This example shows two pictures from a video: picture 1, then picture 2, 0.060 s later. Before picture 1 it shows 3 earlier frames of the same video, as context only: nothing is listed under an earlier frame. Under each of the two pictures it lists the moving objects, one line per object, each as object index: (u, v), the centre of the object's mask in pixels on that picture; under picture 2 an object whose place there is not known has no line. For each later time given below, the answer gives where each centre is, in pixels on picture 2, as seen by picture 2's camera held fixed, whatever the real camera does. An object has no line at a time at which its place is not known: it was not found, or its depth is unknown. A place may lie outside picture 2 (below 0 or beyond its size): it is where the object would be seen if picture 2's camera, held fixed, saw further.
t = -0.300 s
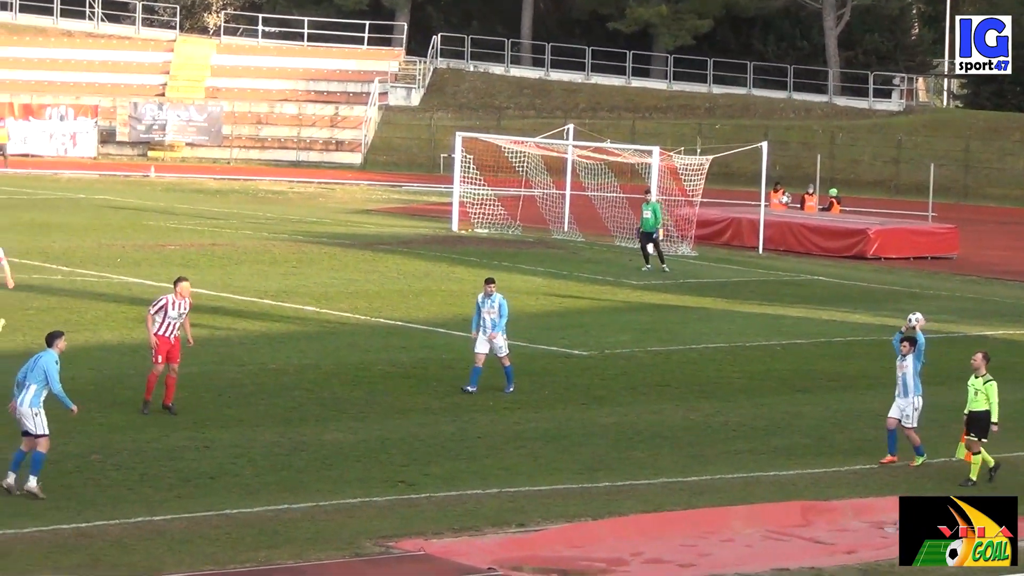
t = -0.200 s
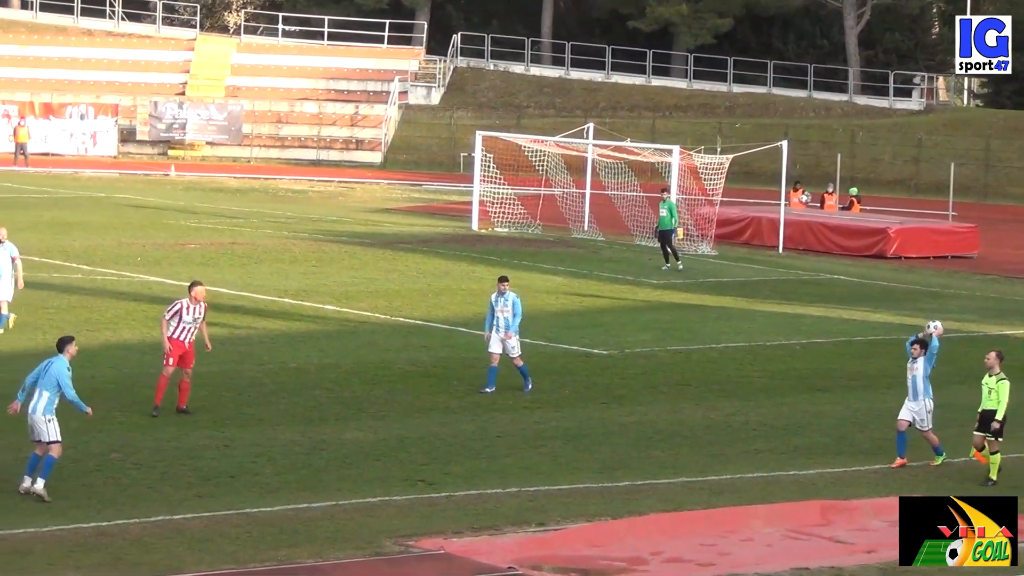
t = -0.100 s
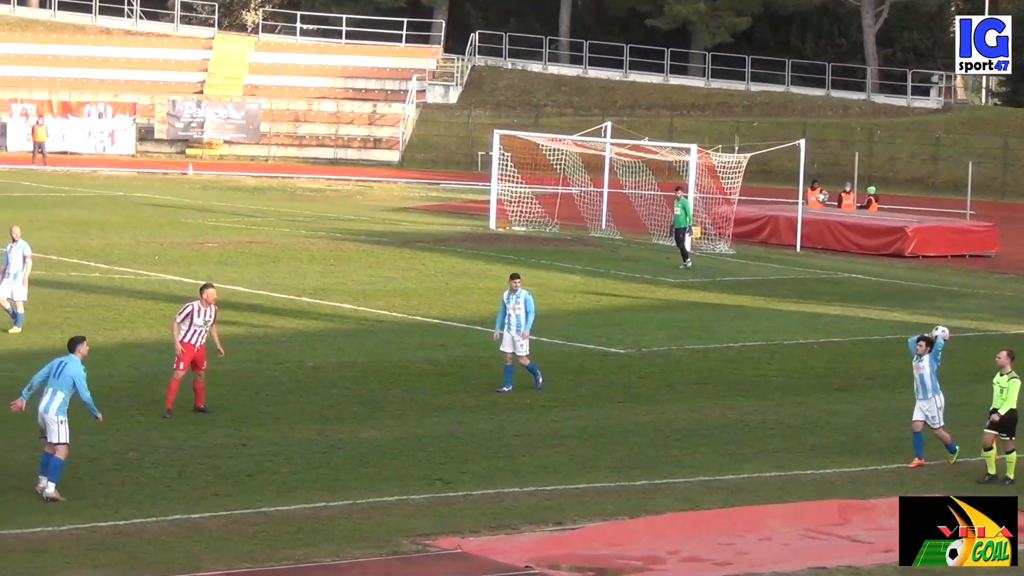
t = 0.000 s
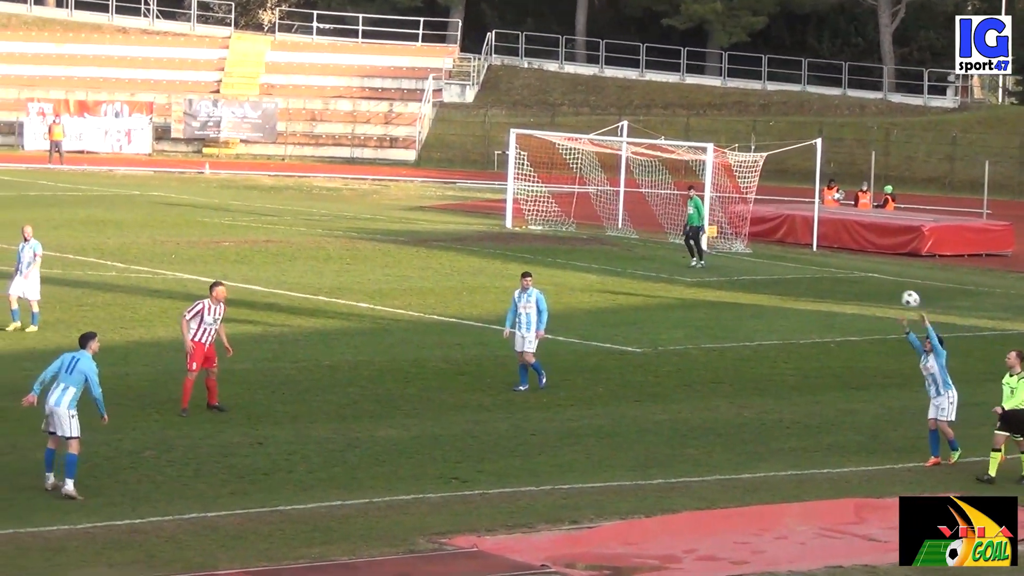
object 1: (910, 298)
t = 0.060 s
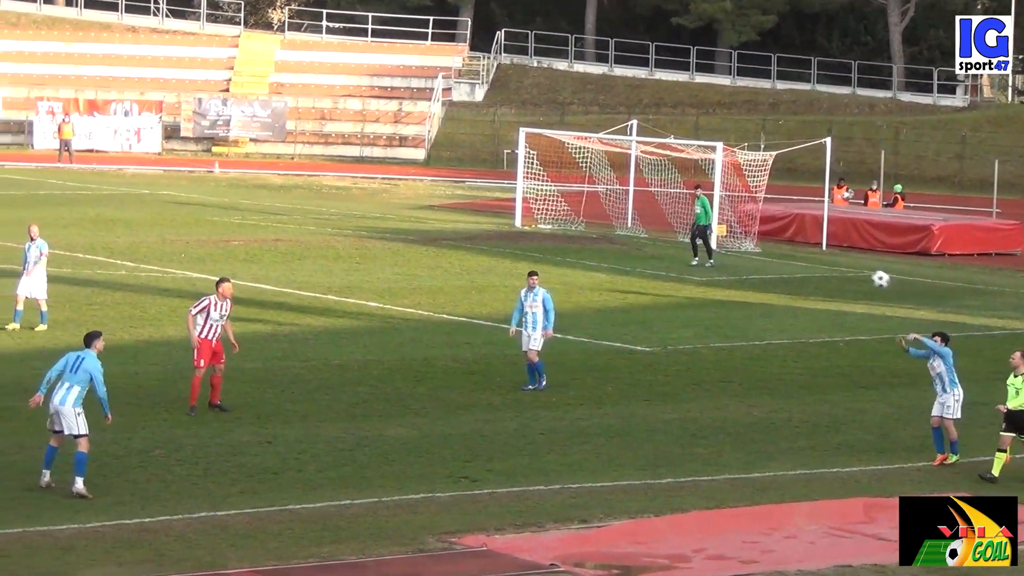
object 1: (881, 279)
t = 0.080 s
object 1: (868, 273)
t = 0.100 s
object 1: (856, 268)
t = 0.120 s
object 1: (844, 262)
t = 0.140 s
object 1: (832, 258)
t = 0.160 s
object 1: (819, 254)
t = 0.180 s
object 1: (808, 250)
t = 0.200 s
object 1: (796, 246)
